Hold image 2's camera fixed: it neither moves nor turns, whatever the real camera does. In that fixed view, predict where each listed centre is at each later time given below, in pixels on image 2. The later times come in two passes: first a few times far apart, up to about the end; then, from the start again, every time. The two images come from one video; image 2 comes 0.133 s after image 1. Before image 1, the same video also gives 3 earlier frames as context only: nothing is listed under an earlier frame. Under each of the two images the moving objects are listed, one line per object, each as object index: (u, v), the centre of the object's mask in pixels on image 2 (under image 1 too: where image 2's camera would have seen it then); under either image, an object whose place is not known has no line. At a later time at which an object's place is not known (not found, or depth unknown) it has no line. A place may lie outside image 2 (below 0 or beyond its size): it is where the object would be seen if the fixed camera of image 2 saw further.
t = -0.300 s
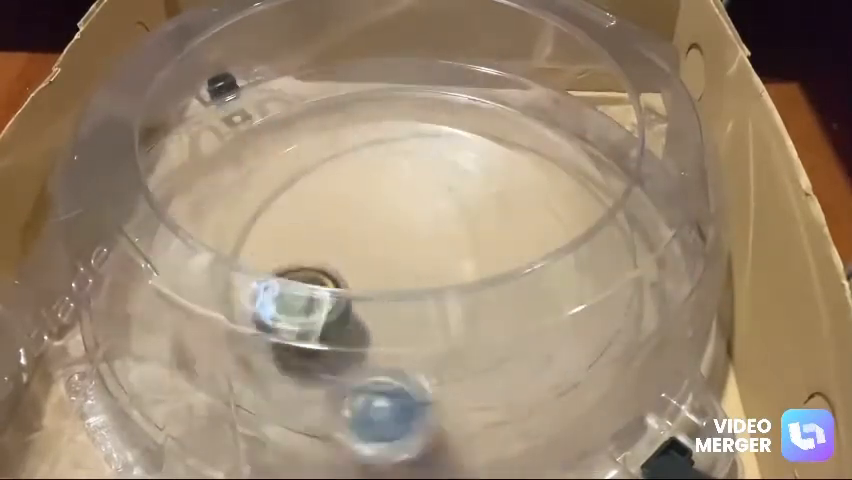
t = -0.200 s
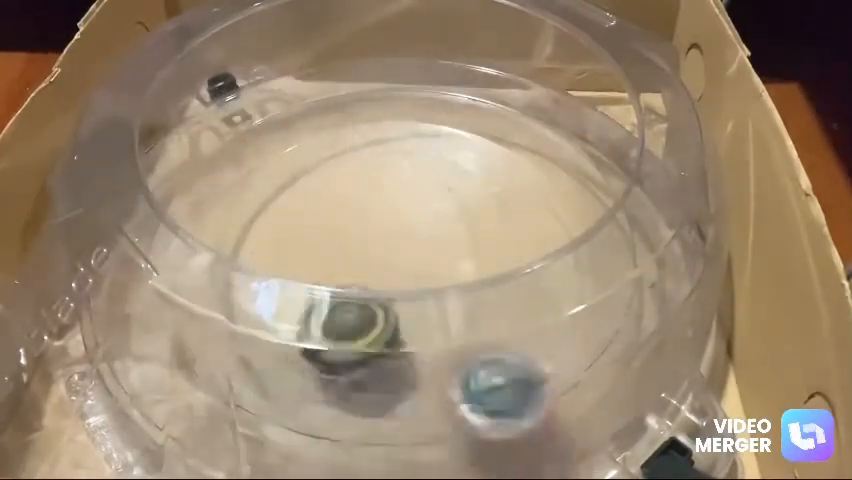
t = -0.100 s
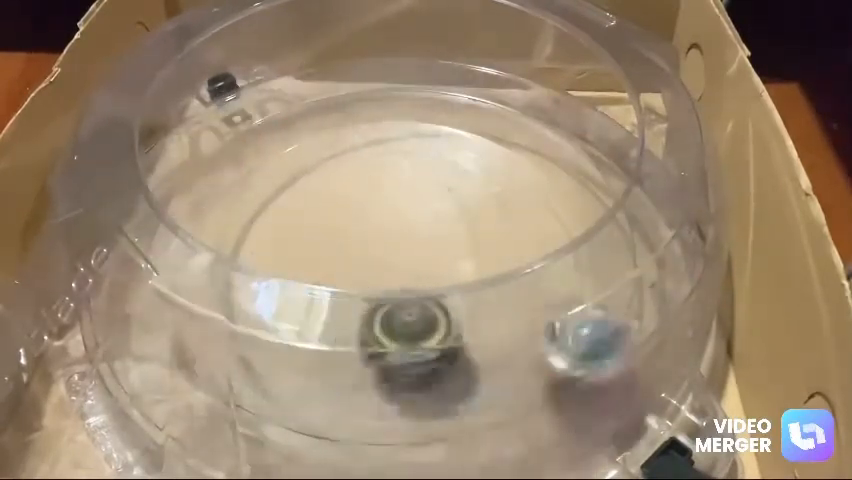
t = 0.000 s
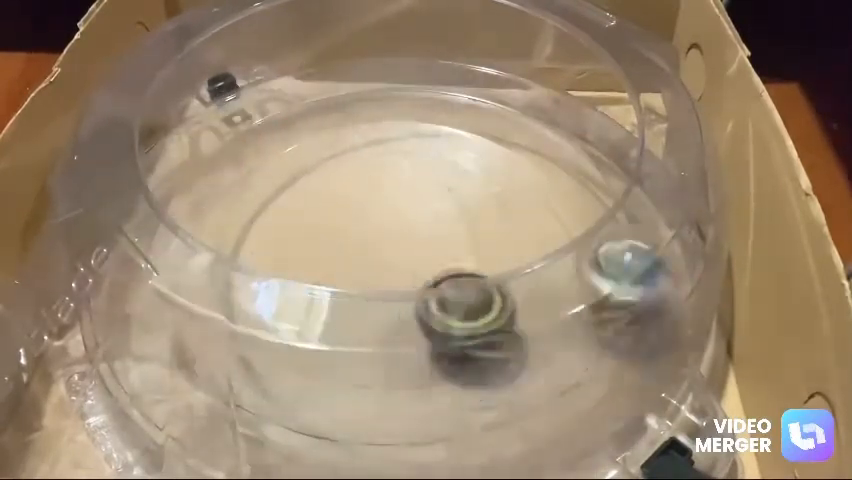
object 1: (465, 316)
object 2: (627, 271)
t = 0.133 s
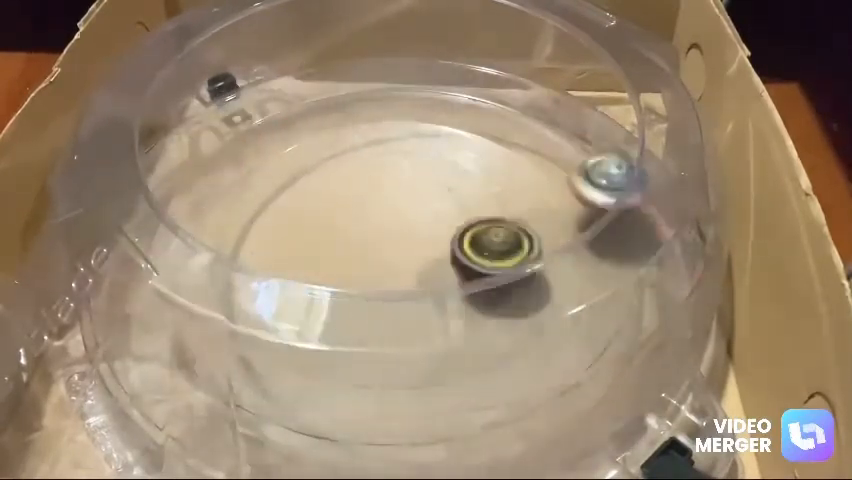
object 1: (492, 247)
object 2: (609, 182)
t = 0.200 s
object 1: (482, 228)
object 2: (587, 148)
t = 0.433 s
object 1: (355, 180)
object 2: (452, 95)
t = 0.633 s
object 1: (266, 223)
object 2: (324, 94)
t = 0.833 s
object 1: (295, 268)
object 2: (212, 145)
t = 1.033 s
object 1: (414, 307)
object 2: (158, 239)
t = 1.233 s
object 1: (471, 224)
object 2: (221, 357)
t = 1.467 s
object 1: (376, 153)
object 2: (404, 408)
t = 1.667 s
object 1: (286, 184)
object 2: (552, 352)
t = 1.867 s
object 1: (306, 257)
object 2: (612, 253)
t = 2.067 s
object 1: (441, 292)
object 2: (572, 157)
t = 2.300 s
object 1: (473, 191)
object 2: (448, 101)
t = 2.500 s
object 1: (386, 158)
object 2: (328, 102)
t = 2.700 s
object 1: (315, 221)
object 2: (227, 156)
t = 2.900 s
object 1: (389, 297)
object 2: (199, 253)
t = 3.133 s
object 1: (498, 238)
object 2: (308, 362)
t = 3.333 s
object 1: (458, 182)
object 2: (460, 364)
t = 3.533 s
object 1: (353, 203)
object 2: (576, 297)
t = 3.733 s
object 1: (349, 269)
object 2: (589, 202)
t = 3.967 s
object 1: (468, 291)
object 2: (508, 126)
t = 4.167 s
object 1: (478, 223)
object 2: (363, 131)
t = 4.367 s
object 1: (375, 203)
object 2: (257, 226)
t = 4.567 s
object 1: (317, 253)
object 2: (349, 324)
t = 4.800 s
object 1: (407, 313)
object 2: (519, 266)
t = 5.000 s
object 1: (464, 245)
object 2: (471, 166)
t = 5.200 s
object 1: (409, 245)
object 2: (324, 101)
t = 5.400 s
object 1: (376, 257)
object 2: (226, 121)
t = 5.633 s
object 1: (407, 254)
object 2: (171, 198)
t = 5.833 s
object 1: (404, 247)
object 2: (197, 229)
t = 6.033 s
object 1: (389, 247)
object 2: (323, 293)
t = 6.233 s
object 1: (392, 243)
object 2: (468, 274)
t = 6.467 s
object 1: (385, 246)
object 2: (455, 169)
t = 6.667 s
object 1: (389, 248)
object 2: (336, 174)
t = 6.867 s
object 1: (410, 248)
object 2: (295, 253)
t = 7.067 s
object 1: (407, 221)
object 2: (384, 306)
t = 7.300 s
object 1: (351, 239)
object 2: (466, 221)
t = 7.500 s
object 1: (407, 259)
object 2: (366, 174)
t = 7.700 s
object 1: (433, 220)
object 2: (296, 231)
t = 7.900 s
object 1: (368, 212)
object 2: (387, 287)
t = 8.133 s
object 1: (380, 261)
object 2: (463, 205)
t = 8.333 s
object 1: (449, 249)
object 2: (373, 170)
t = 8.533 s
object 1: (413, 209)
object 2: (321, 237)
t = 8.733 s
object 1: (354, 241)
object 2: (424, 280)
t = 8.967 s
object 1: (408, 286)
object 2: (465, 195)
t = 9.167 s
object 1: (447, 241)
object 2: (371, 188)
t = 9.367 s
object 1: (391, 211)
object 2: (345, 264)
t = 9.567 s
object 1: (346, 249)
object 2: (446, 281)
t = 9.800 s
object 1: (412, 276)
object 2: (444, 203)
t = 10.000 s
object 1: (435, 232)
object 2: (345, 217)
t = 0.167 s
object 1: (490, 239)
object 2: (598, 163)
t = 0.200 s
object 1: (482, 228)
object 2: (587, 148)
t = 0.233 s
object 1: (470, 214)
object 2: (571, 137)
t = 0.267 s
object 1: (454, 202)
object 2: (554, 121)
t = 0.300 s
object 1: (437, 193)
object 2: (535, 112)
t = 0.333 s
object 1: (417, 186)
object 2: (518, 108)
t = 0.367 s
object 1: (396, 181)
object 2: (497, 100)
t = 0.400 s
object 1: (375, 179)
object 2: (474, 98)
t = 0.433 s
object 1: (355, 180)
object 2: (452, 95)
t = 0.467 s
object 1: (334, 183)
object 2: (432, 91)
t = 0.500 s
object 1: (316, 188)
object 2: (409, 87)
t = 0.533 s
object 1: (300, 190)
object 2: (387, 87)
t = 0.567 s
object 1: (285, 204)
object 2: (367, 91)
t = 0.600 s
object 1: (274, 214)
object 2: (346, 94)
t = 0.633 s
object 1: (266, 223)
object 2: (324, 94)
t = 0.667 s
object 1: (261, 232)
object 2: (305, 100)
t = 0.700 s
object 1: (261, 238)
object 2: (280, 106)
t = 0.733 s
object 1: (265, 246)
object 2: (261, 115)
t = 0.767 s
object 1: (272, 254)
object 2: (246, 124)
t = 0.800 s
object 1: (283, 261)
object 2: (228, 134)
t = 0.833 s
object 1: (295, 268)
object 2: (212, 145)
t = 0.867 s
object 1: (311, 273)
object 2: (197, 156)
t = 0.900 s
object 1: (329, 277)
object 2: (186, 166)
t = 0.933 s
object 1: (348, 319)
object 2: (177, 186)
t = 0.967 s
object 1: (369, 317)
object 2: (165, 206)
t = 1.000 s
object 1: (391, 312)
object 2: (166, 223)
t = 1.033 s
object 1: (414, 307)
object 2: (158, 239)
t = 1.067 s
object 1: (436, 301)
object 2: (163, 264)
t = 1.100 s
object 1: (452, 289)
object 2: (171, 282)
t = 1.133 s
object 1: (466, 276)
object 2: (175, 302)
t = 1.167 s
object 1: (471, 248)
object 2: (187, 316)
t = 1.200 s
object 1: (474, 239)
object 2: (202, 336)
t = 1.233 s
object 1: (471, 224)
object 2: (221, 357)
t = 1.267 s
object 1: (464, 209)
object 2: (241, 374)
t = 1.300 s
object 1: (454, 195)
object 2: (270, 389)
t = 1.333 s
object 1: (441, 184)
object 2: (287, 392)
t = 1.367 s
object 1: (426, 175)
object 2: (319, 397)
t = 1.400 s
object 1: (410, 168)
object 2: (343, 405)
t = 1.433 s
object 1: (393, 164)
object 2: (377, 408)
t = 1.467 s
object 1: (376, 153)
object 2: (404, 408)
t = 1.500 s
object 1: (359, 155)
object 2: (432, 405)
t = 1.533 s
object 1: (342, 157)
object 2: (460, 400)
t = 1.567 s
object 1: (325, 160)
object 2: (487, 391)
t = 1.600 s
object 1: (311, 167)
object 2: (512, 382)
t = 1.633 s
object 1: (298, 174)
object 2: (537, 369)
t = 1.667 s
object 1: (286, 184)
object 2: (552, 352)
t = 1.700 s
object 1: (279, 196)
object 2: (569, 338)
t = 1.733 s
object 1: (275, 209)
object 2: (588, 323)
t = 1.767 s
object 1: (274, 227)
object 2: (597, 306)
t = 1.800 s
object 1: (280, 238)
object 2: (605, 289)
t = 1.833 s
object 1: (291, 248)
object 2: (610, 270)
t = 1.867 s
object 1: (306, 257)
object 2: (612, 253)
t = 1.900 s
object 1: (323, 264)
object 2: (611, 234)
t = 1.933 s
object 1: (346, 270)
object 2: (606, 219)
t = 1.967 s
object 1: (369, 285)
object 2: (602, 200)
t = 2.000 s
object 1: (393, 299)
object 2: (592, 185)
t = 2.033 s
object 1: (420, 299)
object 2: (583, 173)
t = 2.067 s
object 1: (441, 292)
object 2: (572, 157)
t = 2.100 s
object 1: (458, 279)
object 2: (556, 146)
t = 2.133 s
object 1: (468, 251)
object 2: (541, 135)
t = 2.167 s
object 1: (479, 243)
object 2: (523, 124)
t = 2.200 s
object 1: (483, 232)
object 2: (506, 117)
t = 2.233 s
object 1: (483, 217)
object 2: (487, 111)
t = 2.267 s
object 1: (479, 204)
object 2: (465, 106)
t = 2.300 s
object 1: (473, 191)
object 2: (448, 101)
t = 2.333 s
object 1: (463, 180)
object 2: (429, 97)
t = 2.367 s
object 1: (450, 171)
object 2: (408, 97)
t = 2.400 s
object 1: (437, 164)
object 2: (388, 97)
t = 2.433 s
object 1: (421, 160)
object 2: (367, 95)
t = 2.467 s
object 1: (403, 158)
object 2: (348, 101)
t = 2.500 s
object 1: (386, 158)
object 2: (328, 102)
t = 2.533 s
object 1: (370, 157)
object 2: (311, 108)
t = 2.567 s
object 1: (353, 166)
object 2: (289, 116)
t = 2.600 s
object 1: (339, 178)
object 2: (273, 125)
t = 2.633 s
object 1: (327, 189)
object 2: (257, 134)
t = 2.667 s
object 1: (319, 201)
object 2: (239, 145)
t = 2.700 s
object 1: (315, 221)
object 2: (227, 156)
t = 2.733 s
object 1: (316, 237)
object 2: (216, 170)
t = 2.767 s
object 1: (321, 248)
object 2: (205, 186)
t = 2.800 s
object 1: (333, 257)
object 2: (199, 197)
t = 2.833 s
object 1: (349, 265)
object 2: (193, 212)
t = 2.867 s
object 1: (367, 269)
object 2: (191, 233)
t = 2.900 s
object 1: (389, 297)
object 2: (199, 253)
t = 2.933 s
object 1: (412, 299)
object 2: (205, 271)
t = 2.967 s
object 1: (435, 298)
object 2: (211, 287)
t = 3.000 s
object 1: (454, 292)
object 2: (220, 306)
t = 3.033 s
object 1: (468, 278)
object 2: (235, 323)
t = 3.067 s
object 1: (482, 267)
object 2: (257, 337)
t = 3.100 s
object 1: (490, 246)
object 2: (277, 352)
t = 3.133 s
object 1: (498, 238)
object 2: (308, 362)
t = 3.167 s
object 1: (501, 231)
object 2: (332, 366)
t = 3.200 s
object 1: (498, 219)
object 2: (357, 370)
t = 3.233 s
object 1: (493, 206)
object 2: (386, 375)
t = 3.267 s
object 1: (484, 195)
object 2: (411, 376)
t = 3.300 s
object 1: (473, 188)
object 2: (435, 372)
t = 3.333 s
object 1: (458, 182)
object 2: (460, 364)
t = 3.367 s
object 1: (441, 178)
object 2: (488, 360)
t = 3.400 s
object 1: (423, 177)
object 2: (507, 349)
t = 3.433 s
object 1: (404, 179)
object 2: (530, 337)
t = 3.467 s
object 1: (386, 185)
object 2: (549, 326)
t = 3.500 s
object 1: (369, 192)
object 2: (565, 315)
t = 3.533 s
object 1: (353, 203)
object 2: (576, 297)
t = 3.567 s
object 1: (340, 215)
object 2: (591, 285)
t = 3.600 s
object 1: (332, 229)
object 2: (596, 267)
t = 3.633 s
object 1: (327, 243)
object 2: (600, 251)
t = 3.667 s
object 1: (329, 253)
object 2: (599, 235)
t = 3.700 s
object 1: (337, 261)
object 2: (597, 220)
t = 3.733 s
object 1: (349, 269)
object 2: (589, 202)
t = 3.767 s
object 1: (363, 273)
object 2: (584, 189)
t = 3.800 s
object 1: (378, 302)
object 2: (580, 175)
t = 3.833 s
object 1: (398, 305)
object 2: (570, 163)
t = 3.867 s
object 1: (420, 310)
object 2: (557, 149)
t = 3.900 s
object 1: (437, 306)
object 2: (544, 141)
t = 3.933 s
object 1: (453, 299)
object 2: (528, 133)
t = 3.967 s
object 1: (468, 291)
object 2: (508, 126)
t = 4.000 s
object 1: (481, 285)
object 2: (489, 120)
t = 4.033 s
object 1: (490, 275)
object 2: (466, 118)
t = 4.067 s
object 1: (491, 249)
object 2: (440, 120)
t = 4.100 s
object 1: (491, 241)
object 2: (414, 122)
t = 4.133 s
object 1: (486, 233)
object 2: (389, 126)
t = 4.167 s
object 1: (478, 223)
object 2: (363, 131)
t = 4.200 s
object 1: (466, 214)
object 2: (338, 141)
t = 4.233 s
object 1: (450, 206)
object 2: (314, 156)
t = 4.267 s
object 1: (432, 201)
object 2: (292, 171)
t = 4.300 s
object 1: (413, 199)
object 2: (276, 188)
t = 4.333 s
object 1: (394, 199)
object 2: (263, 203)
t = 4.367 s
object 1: (375, 203)
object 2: (257, 226)
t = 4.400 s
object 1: (358, 209)
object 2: (257, 244)
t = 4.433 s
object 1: (342, 217)
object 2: (263, 271)
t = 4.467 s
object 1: (331, 225)
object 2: (278, 286)
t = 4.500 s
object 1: (323, 232)
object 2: (292, 299)
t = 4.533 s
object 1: (317, 244)
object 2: (321, 311)
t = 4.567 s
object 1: (317, 253)
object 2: (349, 324)
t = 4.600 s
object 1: (323, 261)
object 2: (376, 335)
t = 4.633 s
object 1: (331, 268)
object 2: (408, 337)
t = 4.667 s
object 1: (343, 273)
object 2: (438, 328)
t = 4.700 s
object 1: (364, 307)
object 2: (466, 319)
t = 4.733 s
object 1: (377, 314)
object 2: (490, 303)
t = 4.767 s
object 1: (393, 316)
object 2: (506, 286)
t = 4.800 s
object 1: (407, 313)
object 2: (519, 266)
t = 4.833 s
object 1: (423, 302)
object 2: (523, 246)
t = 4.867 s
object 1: (440, 301)
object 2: (524, 225)
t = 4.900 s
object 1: (453, 291)
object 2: (518, 207)
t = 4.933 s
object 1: (463, 278)
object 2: (506, 190)
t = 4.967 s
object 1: (464, 253)
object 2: (490, 175)
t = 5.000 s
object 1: (464, 245)
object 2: (471, 166)
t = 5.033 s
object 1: (459, 235)
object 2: (451, 156)
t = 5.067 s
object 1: (450, 222)
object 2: (428, 151)
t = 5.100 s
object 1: (442, 224)
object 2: (404, 137)
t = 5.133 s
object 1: (432, 232)
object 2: (377, 120)
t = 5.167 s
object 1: (421, 239)
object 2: (346, 104)
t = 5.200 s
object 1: (409, 245)
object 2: (324, 101)
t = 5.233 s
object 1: (399, 249)
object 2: (300, 94)
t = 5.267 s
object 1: (391, 252)
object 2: (278, 91)
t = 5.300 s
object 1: (383, 252)
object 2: (263, 98)
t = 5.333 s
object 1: (378, 254)
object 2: (246, 106)
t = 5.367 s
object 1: (375, 256)
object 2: (236, 115)
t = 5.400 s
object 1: (376, 257)
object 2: (226, 121)
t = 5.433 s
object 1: (379, 258)
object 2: (214, 137)
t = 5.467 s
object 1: (383, 259)
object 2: (202, 144)
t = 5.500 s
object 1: (389, 259)
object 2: (192, 159)
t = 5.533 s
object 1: (394, 258)
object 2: (183, 169)
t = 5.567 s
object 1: (399, 257)
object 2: (183, 180)
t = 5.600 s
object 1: (403, 256)
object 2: (182, 187)
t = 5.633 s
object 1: (407, 254)
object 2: (171, 198)
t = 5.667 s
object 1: (408, 252)
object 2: (168, 204)
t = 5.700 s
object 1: (410, 251)
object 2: (169, 210)
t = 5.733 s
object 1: (411, 249)
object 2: (173, 214)
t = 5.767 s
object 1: (409, 248)
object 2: (178, 218)
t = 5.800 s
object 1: (407, 247)
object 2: (188, 224)
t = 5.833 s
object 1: (404, 247)
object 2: (197, 229)
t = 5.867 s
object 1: (400, 246)
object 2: (213, 235)
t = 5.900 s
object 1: (397, 247)
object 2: (229, 246)
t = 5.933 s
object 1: (394, 248)
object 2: (246, 257)
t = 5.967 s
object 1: (391, 248)
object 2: (269, 272)
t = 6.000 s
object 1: (389, 248)
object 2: (293, 295)
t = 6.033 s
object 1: (389, 247)
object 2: (323, 293)
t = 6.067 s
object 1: (391, 242)
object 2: (354, 298)
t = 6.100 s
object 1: (391, 237)
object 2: (378, 303)
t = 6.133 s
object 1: (390, 237)
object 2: (404, 301)
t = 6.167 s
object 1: (390, 238)
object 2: (427, 295)
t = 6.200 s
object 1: (391, 241)
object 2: (450, 287)
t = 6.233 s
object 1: (392, 243)
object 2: (468, 274)
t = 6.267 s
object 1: (394, 245)
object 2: (484, 259)
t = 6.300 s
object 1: (393, 246)
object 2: (493, 242)
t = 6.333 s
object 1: (391, 246)
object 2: (494, 223)
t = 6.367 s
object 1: (390, 247)
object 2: (489, 208)
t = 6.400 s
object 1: (386, 246)
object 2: (480, 193)
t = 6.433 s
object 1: (386, 246)
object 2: (470, 178)
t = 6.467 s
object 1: (385, 246)
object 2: (455, 169)
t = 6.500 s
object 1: (386, 247)
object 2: (435, 161)
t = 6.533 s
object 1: (386, 248)
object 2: (415, 157)
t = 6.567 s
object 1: (387, 248)
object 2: (397, 158)
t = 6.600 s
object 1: (388, 248)
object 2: (377, 160)
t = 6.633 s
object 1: (389, 248)
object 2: (355, 166)
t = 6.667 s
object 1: (389, 248)
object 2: (336, 174)
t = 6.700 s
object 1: (390, 247)
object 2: (320, 187)
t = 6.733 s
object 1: (391, 247)
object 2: (311, 203)
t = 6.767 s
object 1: (391, 246)
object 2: (307, 219)
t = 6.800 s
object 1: (395, 246)
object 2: (300, 229)
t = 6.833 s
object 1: (403, 248)
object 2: (291, 243)
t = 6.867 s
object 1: (410, 248)
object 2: (295, 253)
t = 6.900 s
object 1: (415, 247)
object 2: (300, 261)
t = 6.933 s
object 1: (418, 244)
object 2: (309, 267)
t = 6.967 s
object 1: (418, 239)
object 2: (319, 291)
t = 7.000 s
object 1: (417, 233)
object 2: (340, 299)
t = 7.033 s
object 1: (413, 227)
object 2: (364, 307)
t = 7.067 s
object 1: (407, 221)
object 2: (384, 306)
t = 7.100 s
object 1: (399, 217)
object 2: (407, 300)
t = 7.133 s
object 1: (389, 215)
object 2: (429, 294)
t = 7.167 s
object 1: (379, 216)
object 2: (449, 283)
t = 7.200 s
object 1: (368, 219)
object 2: (461, 270)
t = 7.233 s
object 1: (359, 224)
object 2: (469, 255)
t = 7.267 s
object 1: (354, 231)
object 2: (470, 238)
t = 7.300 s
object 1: (351, 239)
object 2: (466, 221)
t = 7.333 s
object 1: (354, 246)
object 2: (454, 205)
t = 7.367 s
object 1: (360, 252)
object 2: (444, 193)
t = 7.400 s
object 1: (370, 257)
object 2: (426, 183)
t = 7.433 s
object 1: (381, 259)
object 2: (405, 177)
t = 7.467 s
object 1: (394, 260)
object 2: (388, 174)
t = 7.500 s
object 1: (407, 259)
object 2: (366, 174)
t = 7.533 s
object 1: (420, 256)
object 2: (346, 178)
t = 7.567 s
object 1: (429, 252)
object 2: (329, 184)
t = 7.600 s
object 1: (436, 246)
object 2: (314, 193)
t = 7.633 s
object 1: (438, 239)
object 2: (303, 205)
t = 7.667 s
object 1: (437, 229)
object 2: (298, 218)
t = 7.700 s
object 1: (433, 220)
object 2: (296, 231)
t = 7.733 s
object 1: (426, 213)
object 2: (300, 246)
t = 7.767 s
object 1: (416, 208)
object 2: (311, 256)
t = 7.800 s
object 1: (404, 205)
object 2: (327, 266)
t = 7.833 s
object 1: (391, 206)
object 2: (344, 282)
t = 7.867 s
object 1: (379, 207)
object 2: (363, 287)
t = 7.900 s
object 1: (368, 212)
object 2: (387, 287)
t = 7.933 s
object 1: (358, 221)
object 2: (408, 285)
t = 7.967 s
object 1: (354, 231)
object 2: (427, 279)
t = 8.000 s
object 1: (353, 241)
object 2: (450, 268)
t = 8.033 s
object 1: (359, 250)
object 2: (465, 257)
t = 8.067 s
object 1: (364, 255)
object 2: (469, 238)
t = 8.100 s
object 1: (370, 258)
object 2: (469, 220)
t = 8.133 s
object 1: (380, 261)
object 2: (463, 205)
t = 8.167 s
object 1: (392, 262)
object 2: (455, 192)
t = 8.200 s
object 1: (407, 264)
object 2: (440, 181)
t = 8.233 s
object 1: (421, 261)
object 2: (425, 174)
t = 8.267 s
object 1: (432, 259)
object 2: (409, 169)
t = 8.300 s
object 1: (442, 254)
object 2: (390, 168)
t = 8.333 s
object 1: (449, 249)
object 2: (373, 170)
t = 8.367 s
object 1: (451, 242)
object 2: (356, 175)
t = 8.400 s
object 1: (449, 233)
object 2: (341, 185)
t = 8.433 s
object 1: (444, 224)
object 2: (329, 193)
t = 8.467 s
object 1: (436, 217)
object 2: (322, 208)
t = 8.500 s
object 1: (425, 213)
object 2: (319, 223)
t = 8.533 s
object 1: (413, 209)
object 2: (321, 237)
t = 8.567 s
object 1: (401, 209)
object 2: (331, 252)
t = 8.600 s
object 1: (389, 207)
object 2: (345, 261)
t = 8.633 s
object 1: (377, 209)
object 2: (363, 274)
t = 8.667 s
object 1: (365, 215)
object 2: (380, 280)
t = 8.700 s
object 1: (357, 227)
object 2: (400, 282)
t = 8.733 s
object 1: (354, 241)
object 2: (424, 280)
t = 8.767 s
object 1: (355, 249)
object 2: (443, 273)
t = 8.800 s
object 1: (359, 256)
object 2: (462, 263)
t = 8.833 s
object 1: (363, 259)
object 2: (473, 247)
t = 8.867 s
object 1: (370, 263)
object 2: (479, 234)
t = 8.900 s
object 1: (380, 266)
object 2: (477, 219)
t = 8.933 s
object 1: (392, 267)
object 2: (475, 206)
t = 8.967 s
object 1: (408, 286)
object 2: (465, 195)
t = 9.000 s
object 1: (418, 278)
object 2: (452, 187)
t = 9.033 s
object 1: (429, 271)
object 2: (437, 180)
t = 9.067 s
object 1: (439, 257)
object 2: (423, 178)
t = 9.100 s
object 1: (446, 253)
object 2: (403, 178)
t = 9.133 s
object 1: (449, 248)
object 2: (387, 182)
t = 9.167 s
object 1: (447, 241)
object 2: (371, 188)
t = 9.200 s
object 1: (443, 232)
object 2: (357, 201)
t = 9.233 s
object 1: (434, 225)
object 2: (345, 211)
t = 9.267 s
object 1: (425, 220)
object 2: (338, 225)
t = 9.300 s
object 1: (414, 216)
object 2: (336, 239)
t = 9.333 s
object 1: (403, 214)
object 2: (337, 252)
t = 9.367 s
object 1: (391, 211)
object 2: (345, 264)
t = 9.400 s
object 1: (379, 212)
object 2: (357, 275)
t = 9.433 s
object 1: (366, 216)
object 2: (372, 286)
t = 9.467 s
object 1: (356, 224)
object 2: (388, 288)
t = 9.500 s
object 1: (350, 235)
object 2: (408, 290)
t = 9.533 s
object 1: (347, 243)
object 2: (429, 289)
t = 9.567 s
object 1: (346, 249)
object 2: (446, 281)
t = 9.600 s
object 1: (349, 255)
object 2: (463, 272)
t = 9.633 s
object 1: (356, 260)
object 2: (471, 261)
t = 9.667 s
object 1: (364, 264)
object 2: (477, 248)
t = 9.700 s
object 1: (376, 267)
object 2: (475, 233)
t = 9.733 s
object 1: (387, 268)
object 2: (471, 222)
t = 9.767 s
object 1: (402, 286)
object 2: (459, 213)
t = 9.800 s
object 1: (412, 276)
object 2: (444, 203)
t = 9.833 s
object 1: (423, 271)
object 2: (427, 198)
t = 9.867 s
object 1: (433, 258)
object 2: (410, 196)
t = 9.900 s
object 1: (439, 254)
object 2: (390, 197)
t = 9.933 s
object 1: (441, 248)
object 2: (375, 201)
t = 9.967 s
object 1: (440, 241)
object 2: (358, 209)
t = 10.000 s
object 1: (435, 232)
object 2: (345, 217)
